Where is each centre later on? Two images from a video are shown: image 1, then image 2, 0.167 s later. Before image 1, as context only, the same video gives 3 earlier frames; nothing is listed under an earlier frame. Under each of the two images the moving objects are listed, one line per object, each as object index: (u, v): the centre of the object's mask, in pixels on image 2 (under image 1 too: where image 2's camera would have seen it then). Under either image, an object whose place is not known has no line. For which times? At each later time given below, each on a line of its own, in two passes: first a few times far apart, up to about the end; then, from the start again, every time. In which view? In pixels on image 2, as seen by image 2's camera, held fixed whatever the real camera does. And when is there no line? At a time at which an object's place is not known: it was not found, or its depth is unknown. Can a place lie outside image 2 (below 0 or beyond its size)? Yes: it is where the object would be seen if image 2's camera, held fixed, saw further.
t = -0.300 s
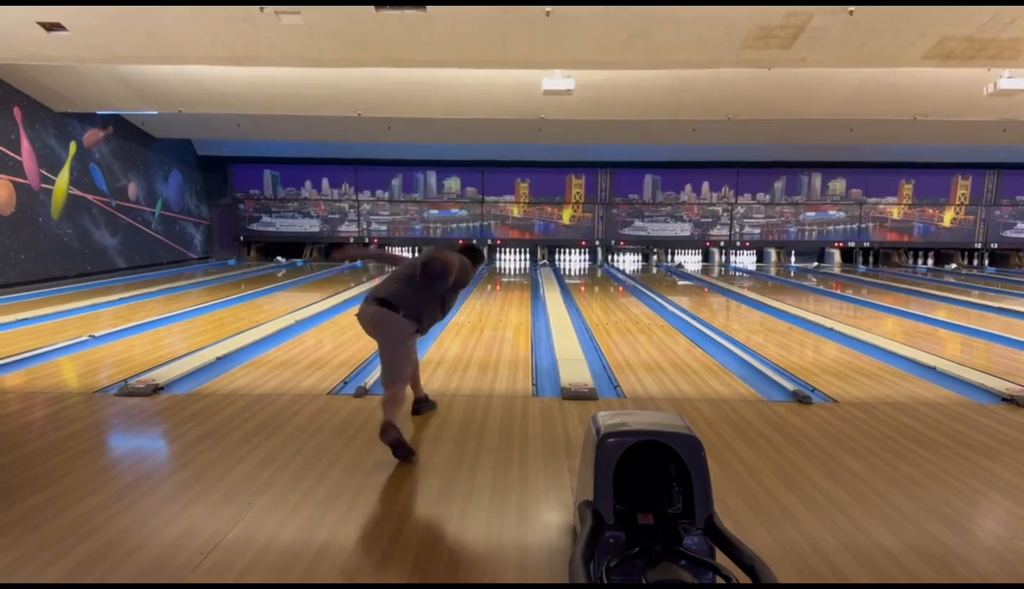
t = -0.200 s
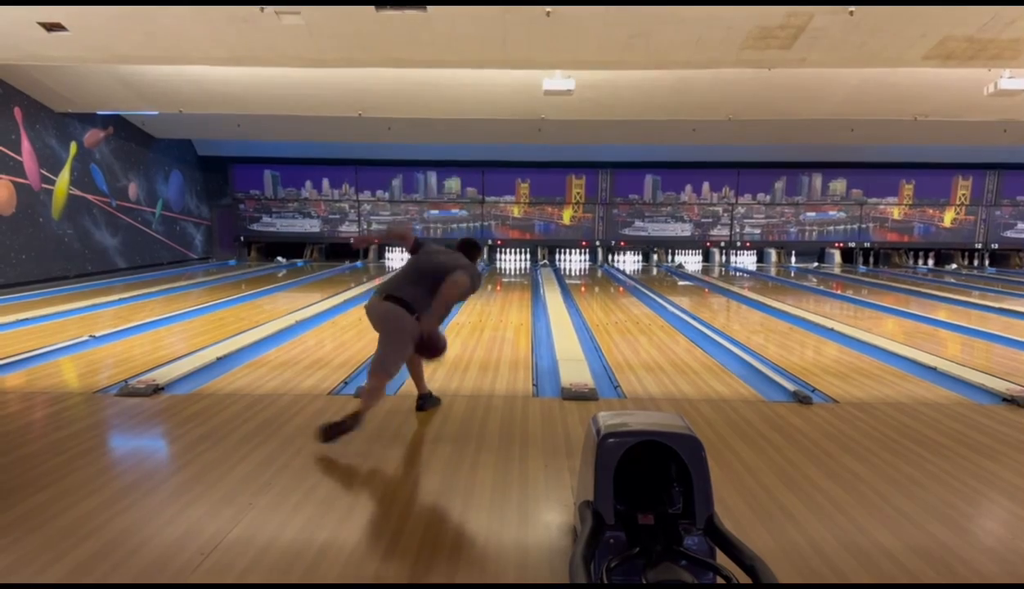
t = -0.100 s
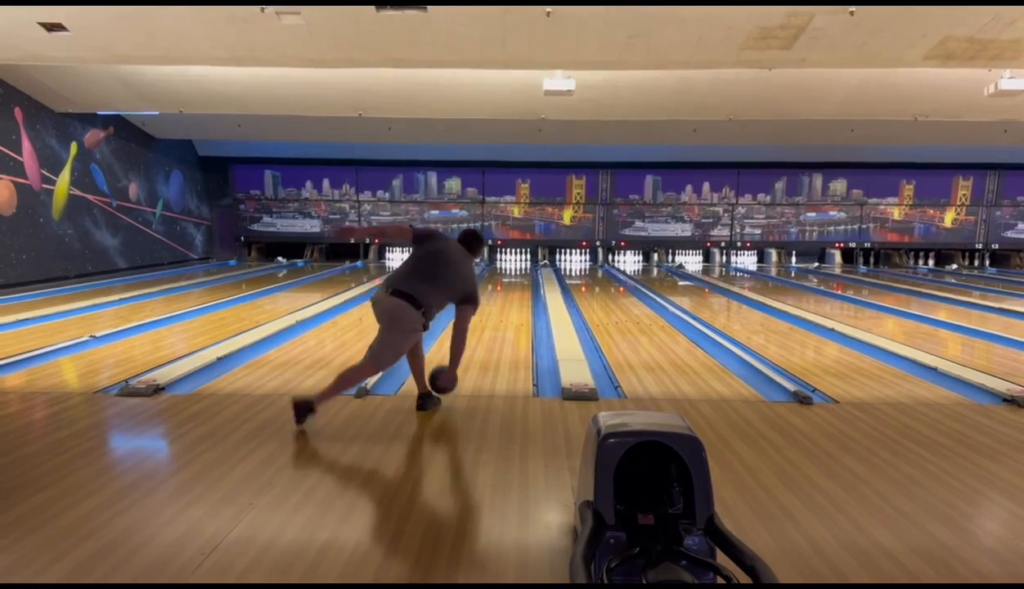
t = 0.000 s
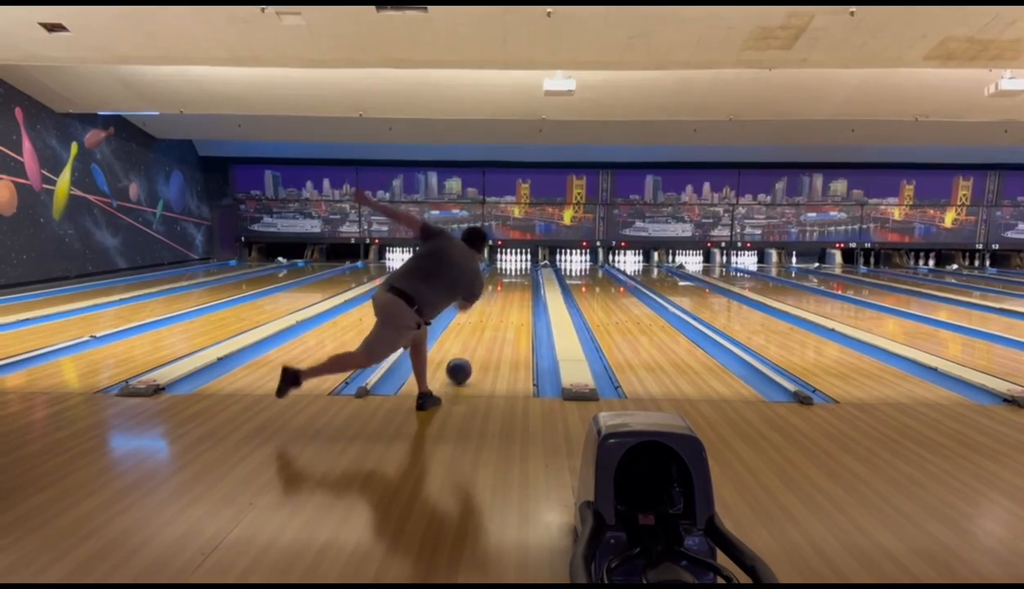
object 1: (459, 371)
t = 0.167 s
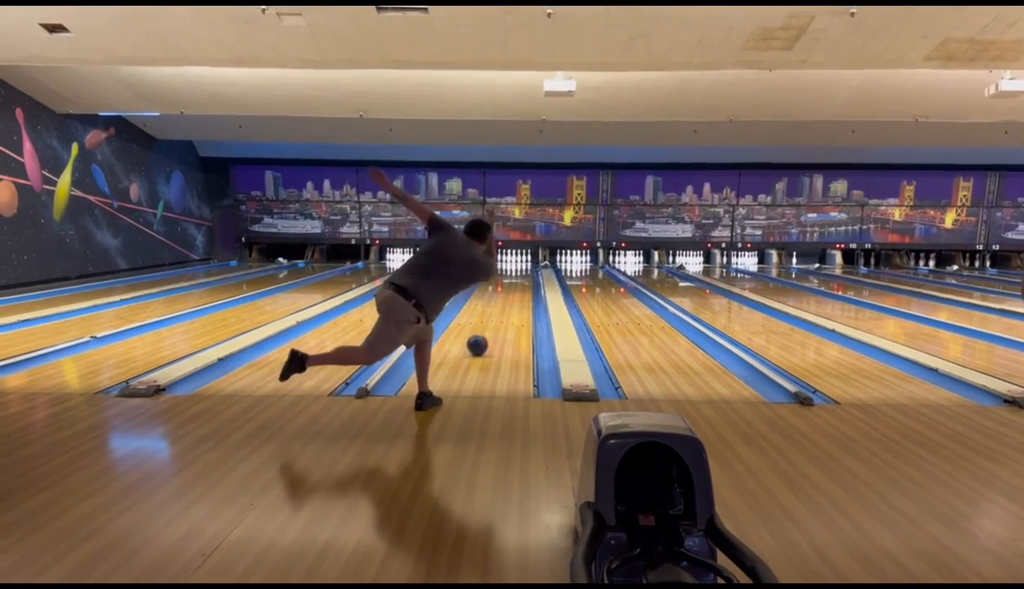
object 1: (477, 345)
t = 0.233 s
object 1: (483, 337)
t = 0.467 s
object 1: (497, 315)
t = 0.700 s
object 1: (507, 299)
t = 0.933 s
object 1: (514, 289)
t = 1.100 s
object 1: (517, 282)
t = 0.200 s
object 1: (480, 341)
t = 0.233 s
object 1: (483, 337)
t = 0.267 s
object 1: (485, 333)
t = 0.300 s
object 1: (488, 330)
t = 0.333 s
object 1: (490, 326)
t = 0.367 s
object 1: (492, 323)
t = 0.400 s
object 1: (494, 320)
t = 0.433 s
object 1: (496, 318)
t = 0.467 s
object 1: (497, 315)
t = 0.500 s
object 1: (499, 312)
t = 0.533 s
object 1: (500, 310)
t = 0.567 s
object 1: (502, 307)
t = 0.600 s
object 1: (503, 305)
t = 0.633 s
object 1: (505, 303)
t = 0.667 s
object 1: (506, 301)
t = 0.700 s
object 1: (507, 299)
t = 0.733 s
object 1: (508, 298)
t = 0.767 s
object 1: (509, 297)
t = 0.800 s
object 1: (510, 295)
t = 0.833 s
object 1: (511, 293)
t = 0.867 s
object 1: (512, 291)
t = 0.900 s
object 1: (513, 290)
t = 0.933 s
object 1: (514, 289)
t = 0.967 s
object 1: (514, 287)
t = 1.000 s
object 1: (515, 286)
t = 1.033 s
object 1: (516, 284)
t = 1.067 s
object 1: (516, 282)
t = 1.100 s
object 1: (517, 282)
